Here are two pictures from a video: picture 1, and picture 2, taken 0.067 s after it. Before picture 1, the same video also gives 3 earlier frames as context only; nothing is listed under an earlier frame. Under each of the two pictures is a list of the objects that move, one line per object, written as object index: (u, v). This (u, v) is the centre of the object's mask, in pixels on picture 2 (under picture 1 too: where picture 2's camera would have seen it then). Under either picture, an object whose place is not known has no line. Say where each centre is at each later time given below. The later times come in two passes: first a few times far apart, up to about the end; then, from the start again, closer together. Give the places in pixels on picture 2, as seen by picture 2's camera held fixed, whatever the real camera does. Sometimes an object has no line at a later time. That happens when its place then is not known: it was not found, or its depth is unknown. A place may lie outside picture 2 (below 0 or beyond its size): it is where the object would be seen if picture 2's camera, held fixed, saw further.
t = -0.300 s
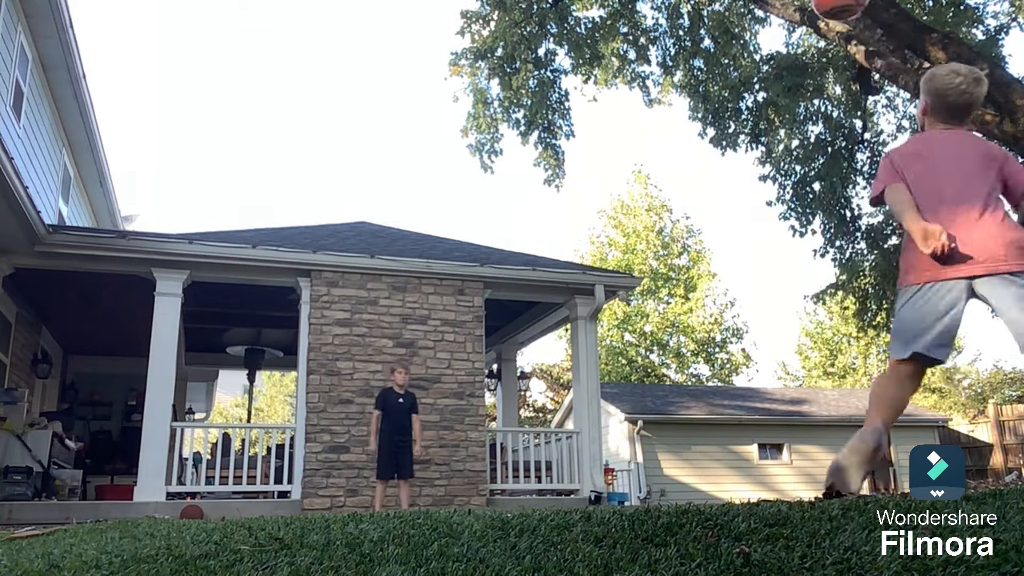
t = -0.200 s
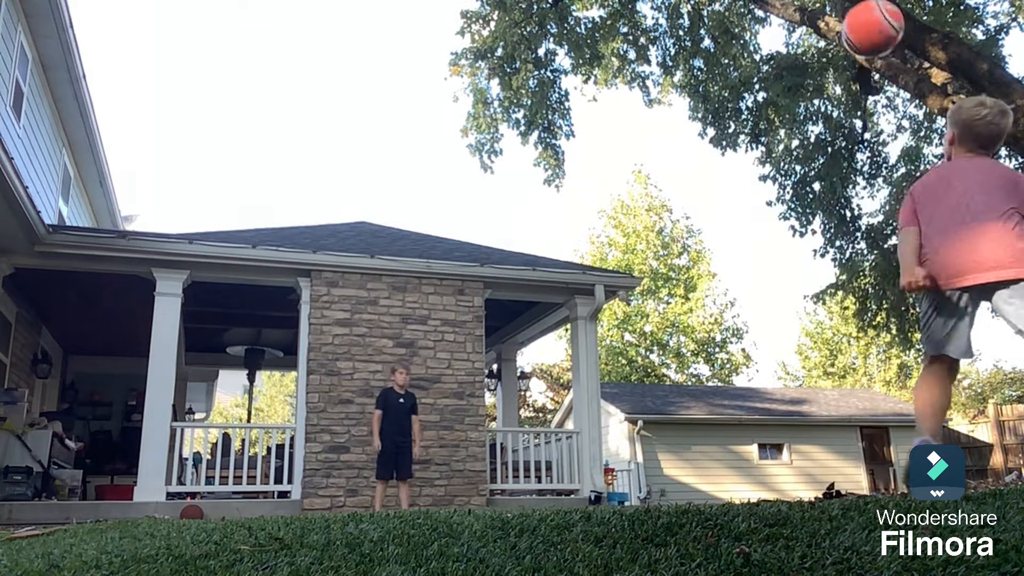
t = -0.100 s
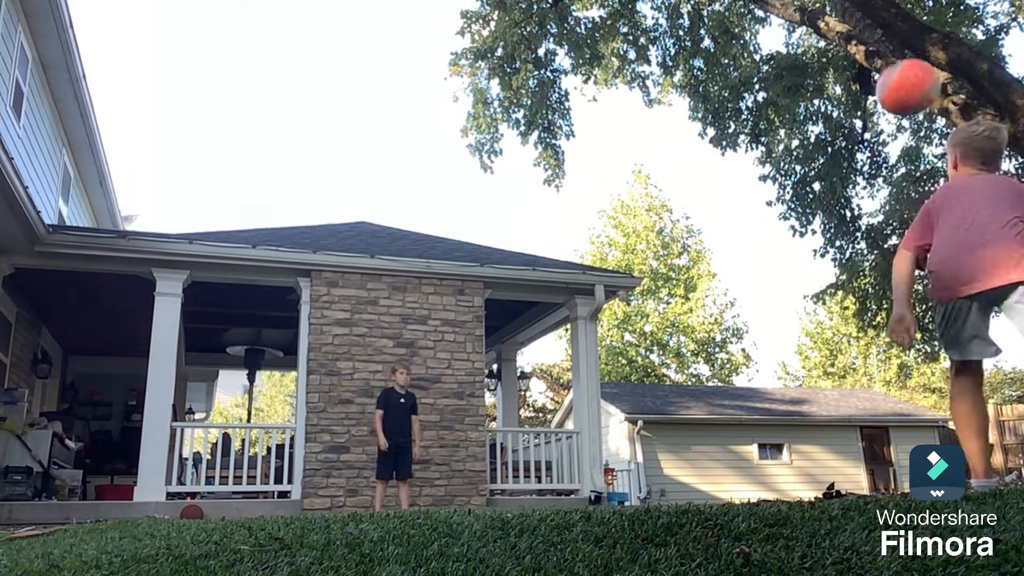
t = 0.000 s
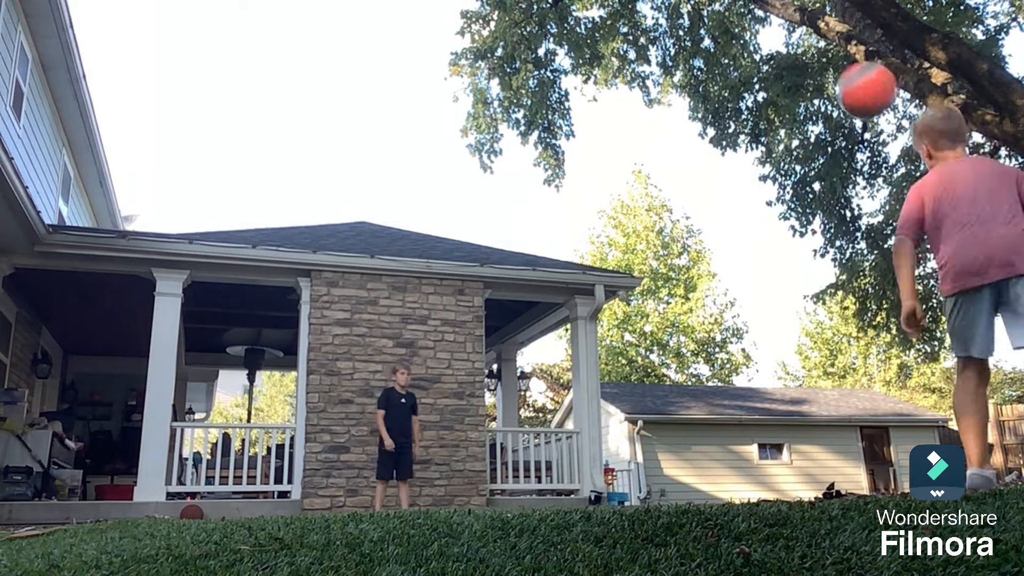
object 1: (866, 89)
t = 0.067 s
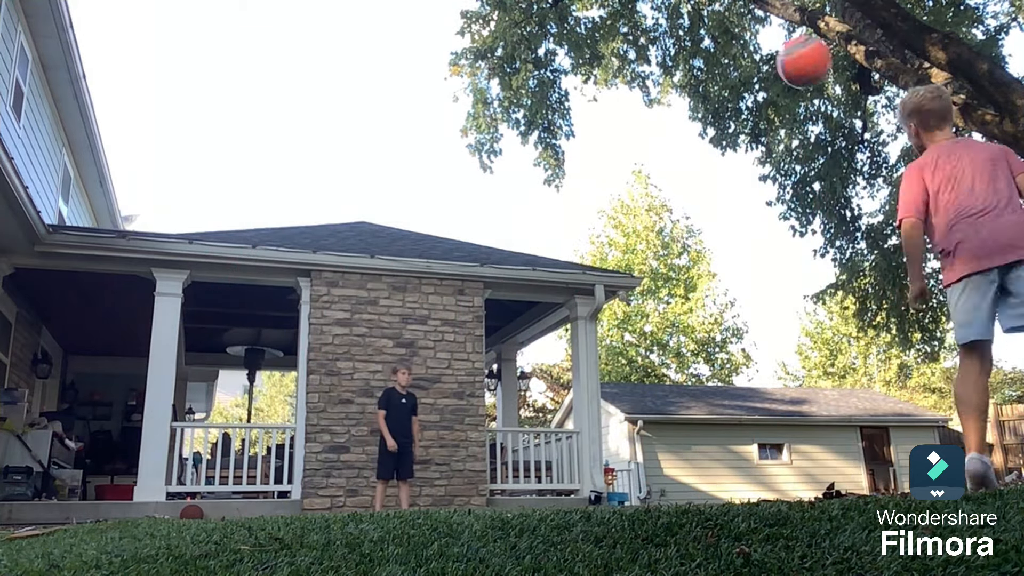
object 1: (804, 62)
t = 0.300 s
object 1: (656, 47)
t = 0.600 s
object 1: (544, 144)
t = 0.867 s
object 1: (476, 304)
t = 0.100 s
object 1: (776, 52)
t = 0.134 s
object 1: (751, 45)
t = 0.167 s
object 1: (729, 42)
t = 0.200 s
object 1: (709, 40)
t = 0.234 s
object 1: (690, 40)
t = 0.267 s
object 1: (673, 43)
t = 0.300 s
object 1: (656, 47)
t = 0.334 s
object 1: (641, 52)
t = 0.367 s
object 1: (627, 59)
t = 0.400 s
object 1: (613, 69)
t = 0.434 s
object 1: (600, 78)
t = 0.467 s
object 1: (587, 89)
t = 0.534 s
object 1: (564, 116)
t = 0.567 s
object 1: (553, 130)
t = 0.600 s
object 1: (544, 144)
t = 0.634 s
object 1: (534, 162)
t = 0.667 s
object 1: (524, 180)
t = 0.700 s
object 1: (515, 199)
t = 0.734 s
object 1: (507, 218)
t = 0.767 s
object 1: (498, 239)
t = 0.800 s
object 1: (490, 260)
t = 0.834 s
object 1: (483, 281)
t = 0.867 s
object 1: (476, 304)
